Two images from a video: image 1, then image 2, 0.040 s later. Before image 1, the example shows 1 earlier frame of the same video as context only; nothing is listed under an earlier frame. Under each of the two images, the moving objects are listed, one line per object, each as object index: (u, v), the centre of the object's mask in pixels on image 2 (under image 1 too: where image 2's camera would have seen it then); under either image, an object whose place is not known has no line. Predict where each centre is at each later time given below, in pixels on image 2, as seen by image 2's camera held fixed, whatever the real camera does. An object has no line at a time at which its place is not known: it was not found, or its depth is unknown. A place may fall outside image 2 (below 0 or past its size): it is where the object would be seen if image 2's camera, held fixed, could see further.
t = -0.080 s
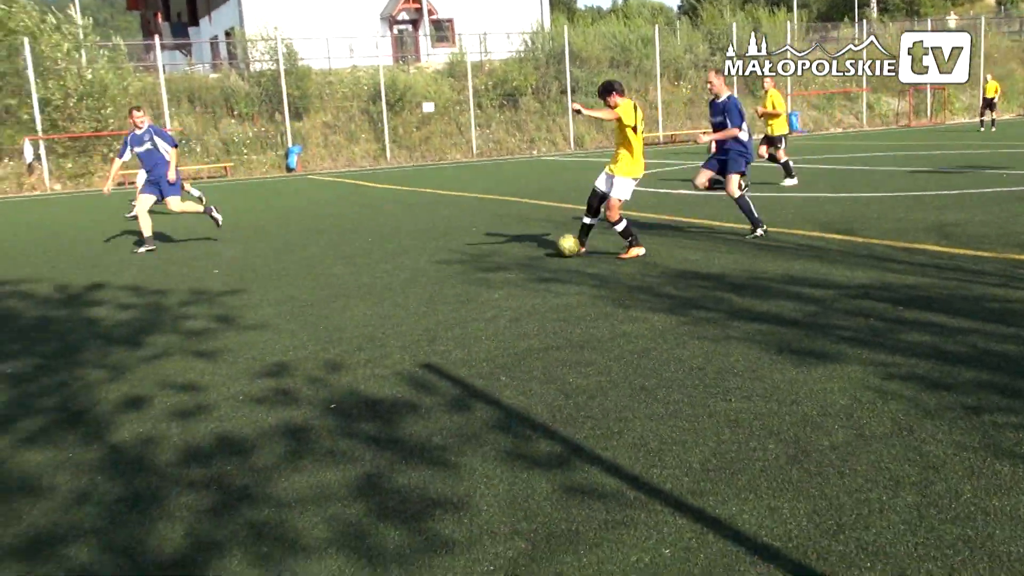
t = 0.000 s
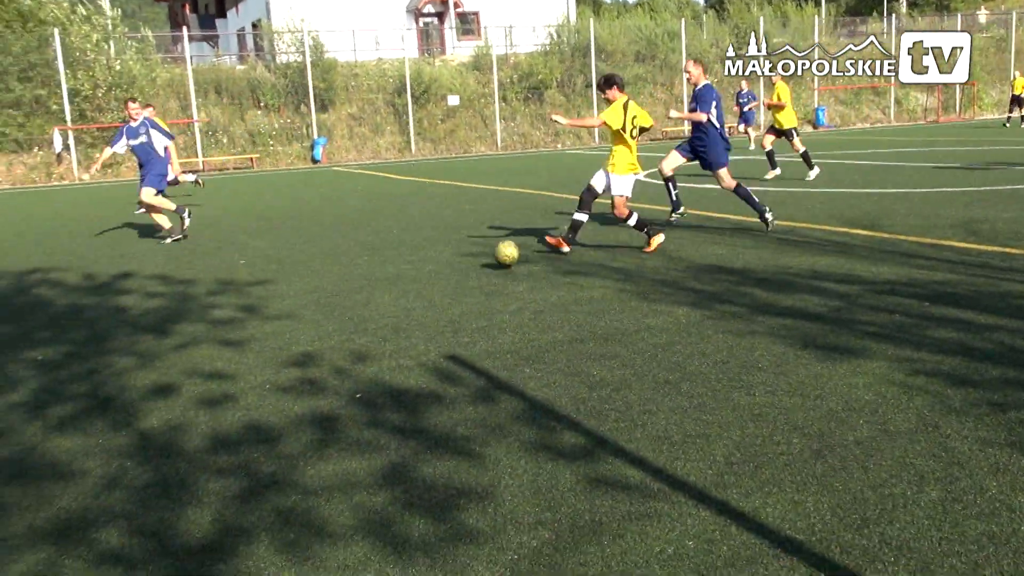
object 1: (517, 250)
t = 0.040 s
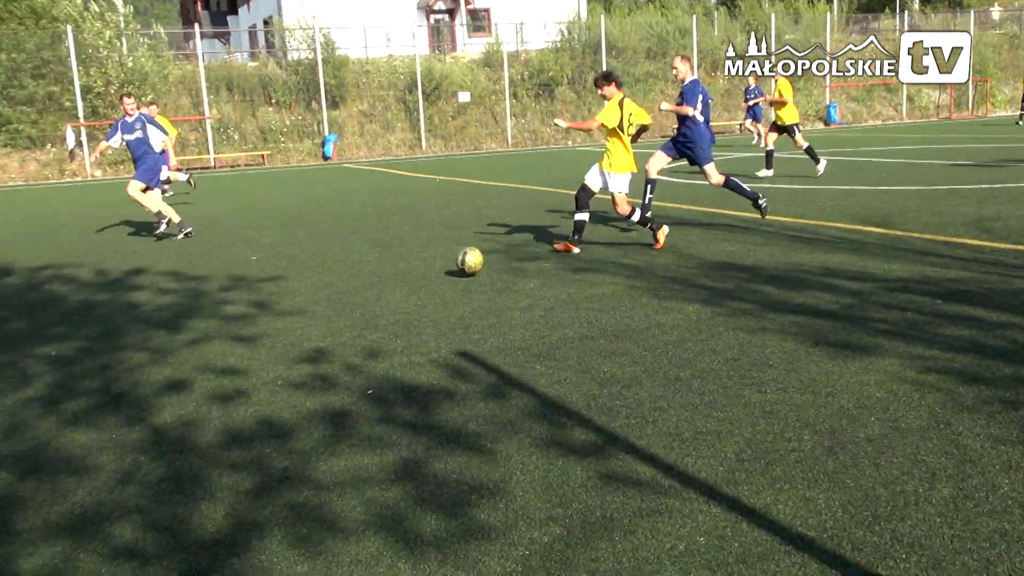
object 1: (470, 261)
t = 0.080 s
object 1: (417, 274)
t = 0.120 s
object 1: (363, 285)
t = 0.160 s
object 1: (302, 298)
